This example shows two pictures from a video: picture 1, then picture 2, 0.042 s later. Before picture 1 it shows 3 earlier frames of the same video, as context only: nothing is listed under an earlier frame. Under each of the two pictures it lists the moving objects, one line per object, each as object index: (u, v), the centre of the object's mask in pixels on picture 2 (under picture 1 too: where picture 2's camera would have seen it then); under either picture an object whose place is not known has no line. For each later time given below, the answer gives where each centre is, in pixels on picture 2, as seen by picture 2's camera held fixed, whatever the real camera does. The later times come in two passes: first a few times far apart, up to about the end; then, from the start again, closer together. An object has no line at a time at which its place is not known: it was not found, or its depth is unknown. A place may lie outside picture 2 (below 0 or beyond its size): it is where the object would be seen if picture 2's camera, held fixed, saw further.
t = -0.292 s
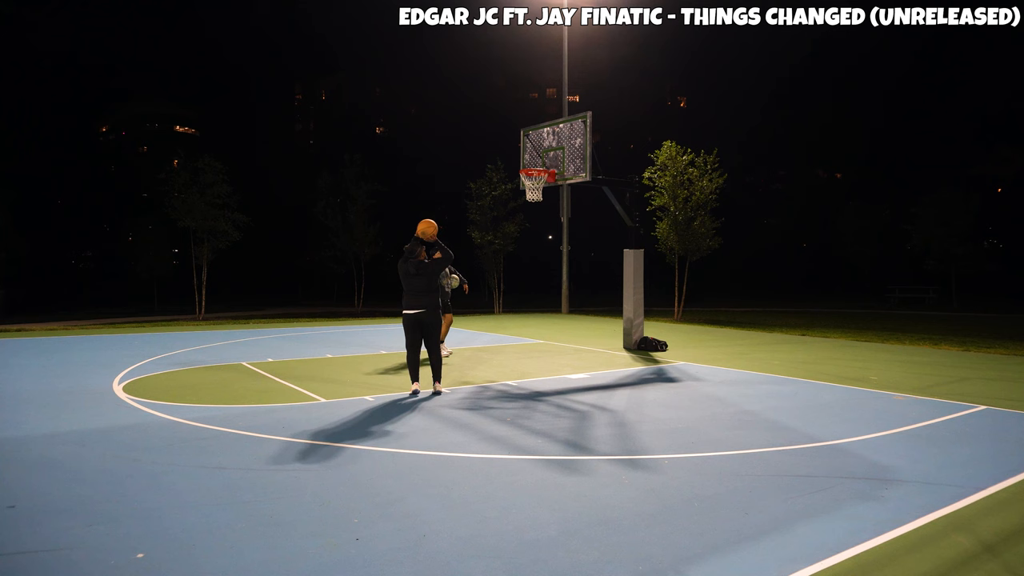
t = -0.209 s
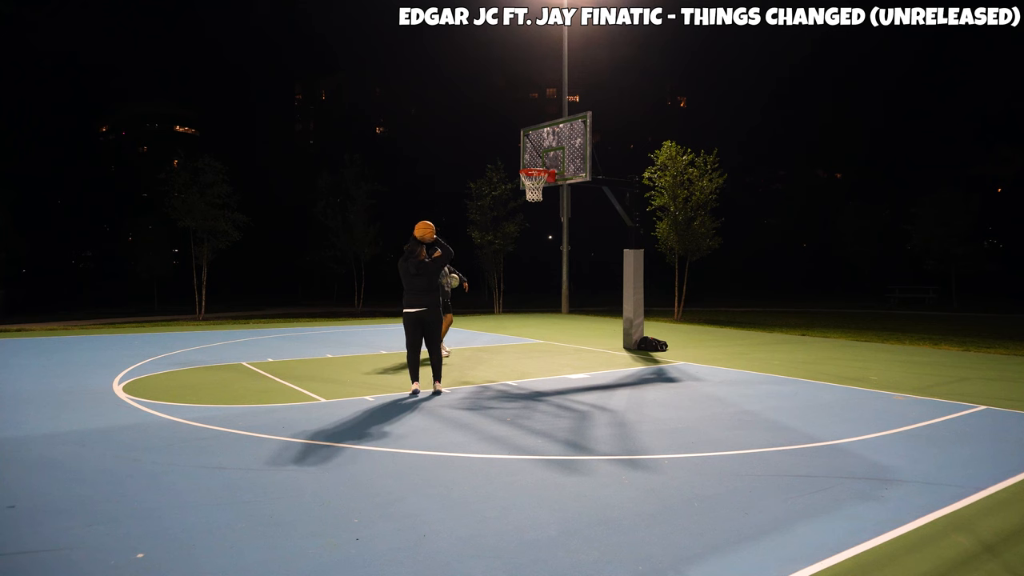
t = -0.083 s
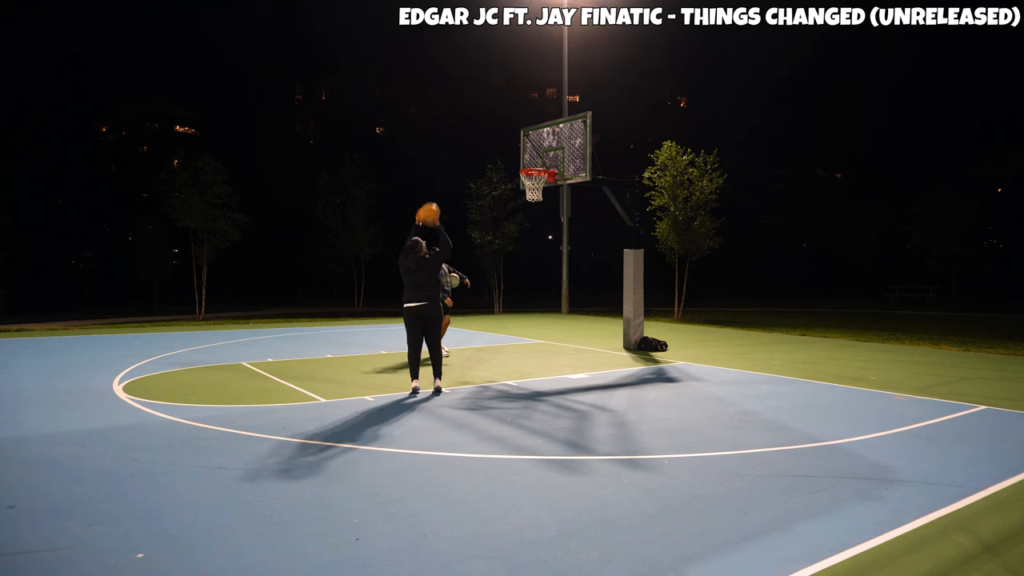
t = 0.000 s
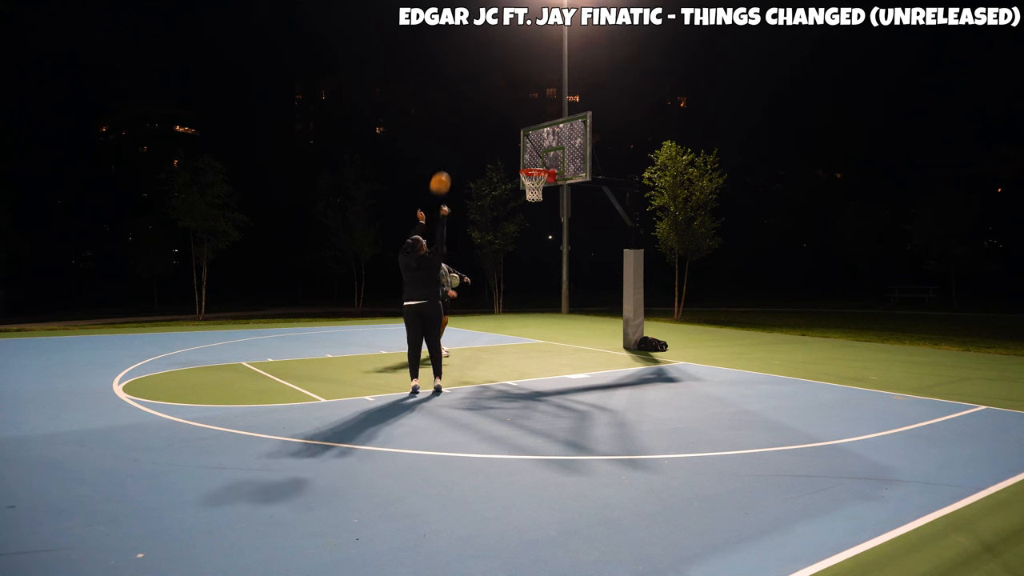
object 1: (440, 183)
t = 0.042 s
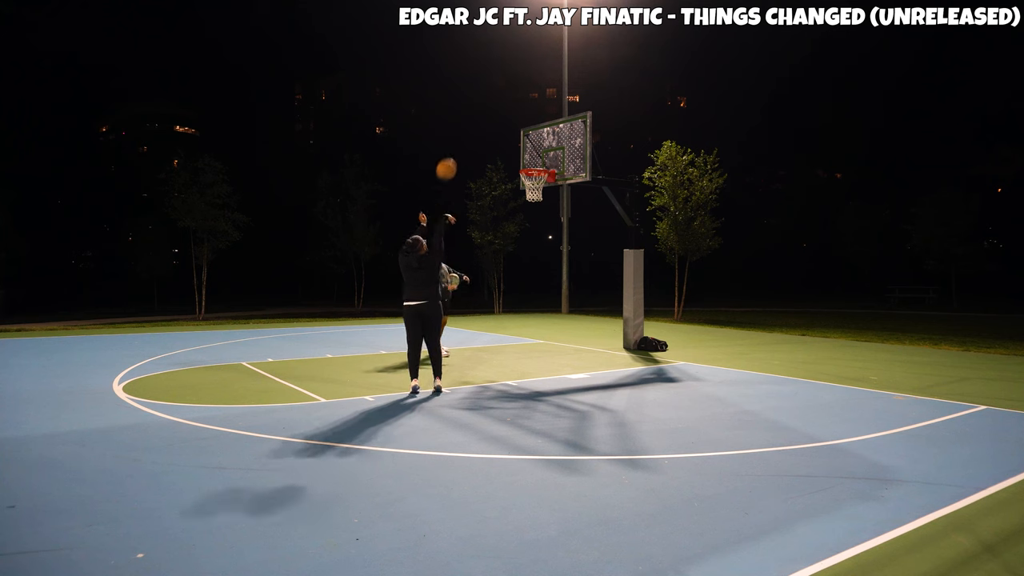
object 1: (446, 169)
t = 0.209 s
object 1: (469, 130)
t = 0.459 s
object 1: (498, 114)
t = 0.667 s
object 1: (518, 131)
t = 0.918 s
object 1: (535, 183)
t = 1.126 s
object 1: (535, 210)
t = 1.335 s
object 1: (530, 258)
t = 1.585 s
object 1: (526, 352)
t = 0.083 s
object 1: (452, 157)
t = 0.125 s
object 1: (458, 146)
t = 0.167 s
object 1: (463, 137)
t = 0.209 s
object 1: (469, 130)
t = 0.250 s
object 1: (474, 124)
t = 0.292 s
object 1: (479, 119)
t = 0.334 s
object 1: (484, 116)
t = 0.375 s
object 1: (489, 114)
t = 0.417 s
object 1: (493, 113)
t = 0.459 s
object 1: (498, 114)
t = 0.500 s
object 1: (502, 115)
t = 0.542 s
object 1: (507, 118)
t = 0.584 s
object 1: (511, 121)
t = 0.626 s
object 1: (515, 126)
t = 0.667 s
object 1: (518, 131)
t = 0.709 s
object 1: (522, 137)
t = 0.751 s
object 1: (526, 146)
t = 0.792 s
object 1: (530, 154)
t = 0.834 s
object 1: (533, 163)
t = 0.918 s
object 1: (535, 183)
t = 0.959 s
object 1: (538, 189)
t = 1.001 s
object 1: (537, 193)
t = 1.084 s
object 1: (535, 205)
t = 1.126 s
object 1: (535, 210)
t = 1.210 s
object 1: (533, 226)
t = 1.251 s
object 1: (532, 235)
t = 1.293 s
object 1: (531, 246)
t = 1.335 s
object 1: (530, 258)
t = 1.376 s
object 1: (529, 271)
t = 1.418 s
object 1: (529, 285)
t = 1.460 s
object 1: (528, 299)
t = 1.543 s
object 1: (527, 333)
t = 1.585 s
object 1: (526, 352)
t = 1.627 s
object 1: (524, 343)
